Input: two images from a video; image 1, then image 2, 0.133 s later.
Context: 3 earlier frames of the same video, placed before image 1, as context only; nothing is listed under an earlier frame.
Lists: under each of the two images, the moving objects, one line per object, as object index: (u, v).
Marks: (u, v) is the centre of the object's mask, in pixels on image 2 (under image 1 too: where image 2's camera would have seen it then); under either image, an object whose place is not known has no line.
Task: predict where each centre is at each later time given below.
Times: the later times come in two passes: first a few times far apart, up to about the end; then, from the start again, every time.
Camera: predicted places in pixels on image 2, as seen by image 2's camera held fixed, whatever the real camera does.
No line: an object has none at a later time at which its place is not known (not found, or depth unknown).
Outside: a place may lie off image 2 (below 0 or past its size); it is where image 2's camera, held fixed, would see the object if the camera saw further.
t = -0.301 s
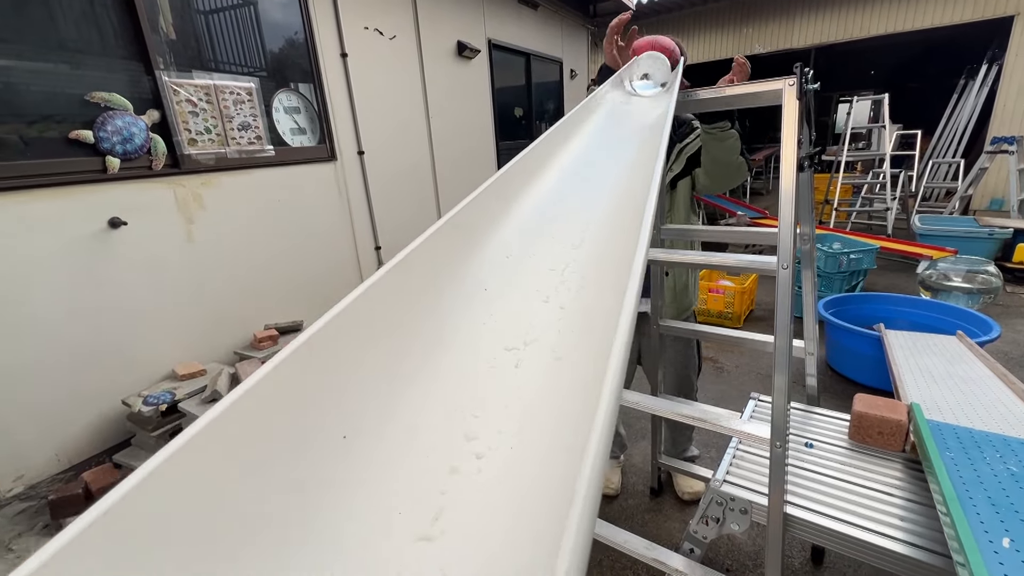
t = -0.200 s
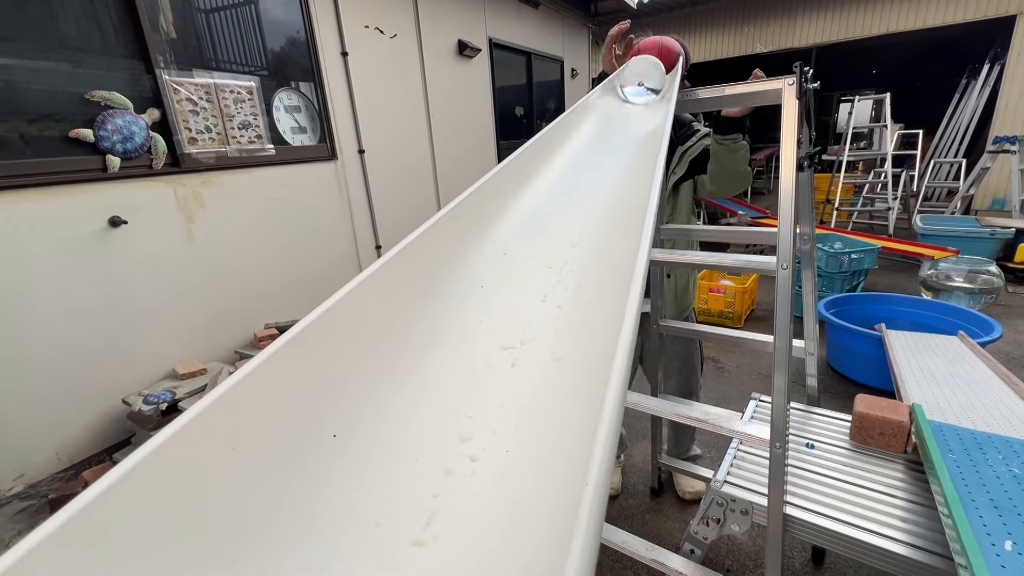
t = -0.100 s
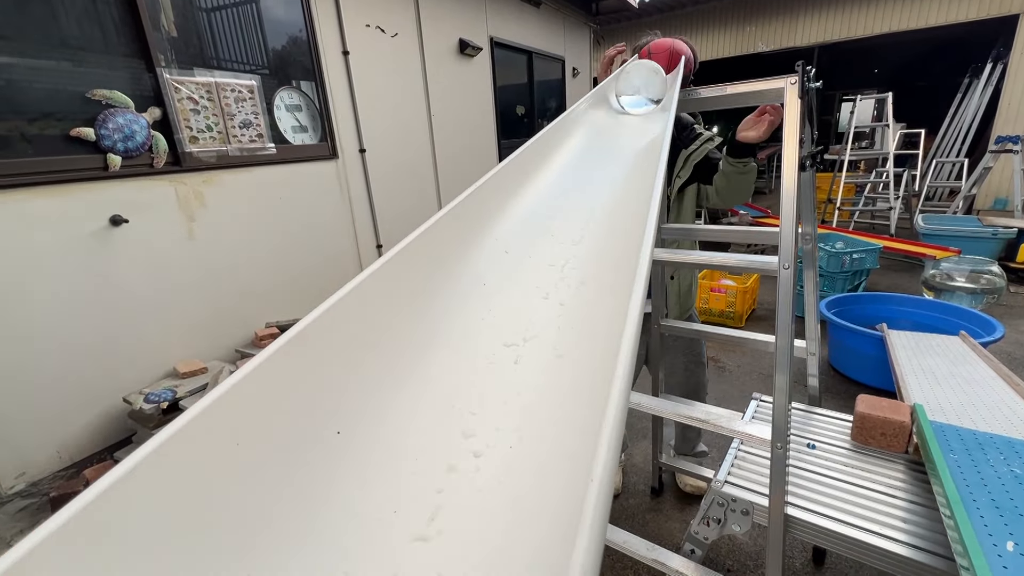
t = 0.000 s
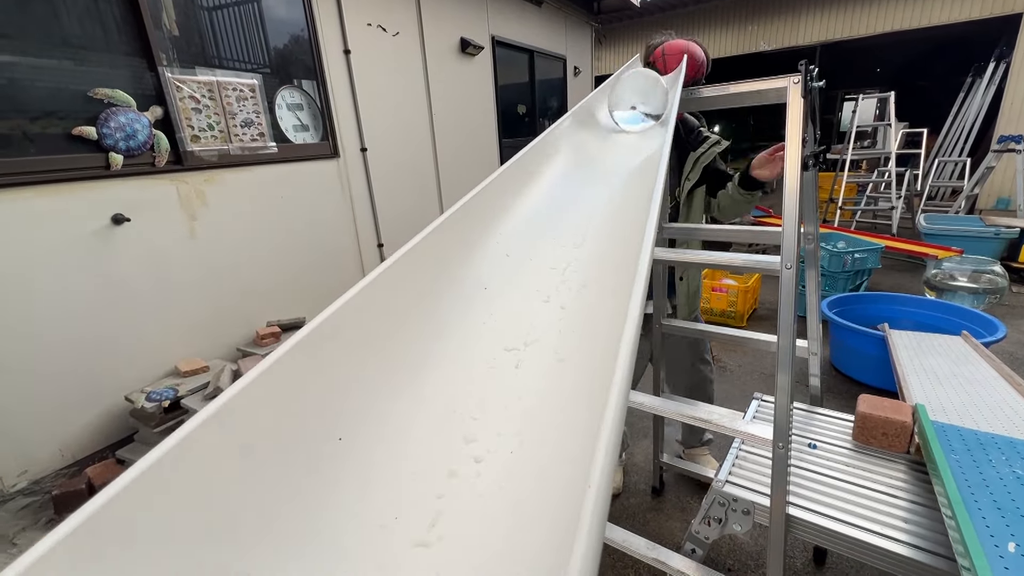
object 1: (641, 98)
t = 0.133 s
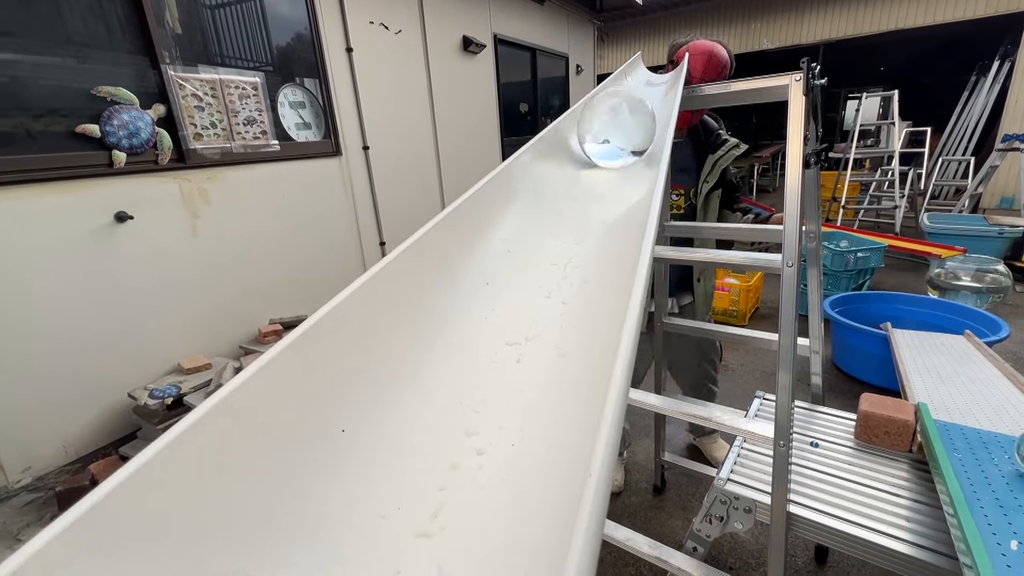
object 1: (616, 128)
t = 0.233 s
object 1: (584, 169)
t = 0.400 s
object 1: (378, 477)
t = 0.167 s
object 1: (607, 139)
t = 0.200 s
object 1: (596, 153)
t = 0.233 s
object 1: (584, 169)
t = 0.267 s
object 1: (571, 193)
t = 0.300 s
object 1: (554, 225)
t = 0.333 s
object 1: (525, 271)
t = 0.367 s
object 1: (476, 353)
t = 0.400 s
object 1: (378, 477)
